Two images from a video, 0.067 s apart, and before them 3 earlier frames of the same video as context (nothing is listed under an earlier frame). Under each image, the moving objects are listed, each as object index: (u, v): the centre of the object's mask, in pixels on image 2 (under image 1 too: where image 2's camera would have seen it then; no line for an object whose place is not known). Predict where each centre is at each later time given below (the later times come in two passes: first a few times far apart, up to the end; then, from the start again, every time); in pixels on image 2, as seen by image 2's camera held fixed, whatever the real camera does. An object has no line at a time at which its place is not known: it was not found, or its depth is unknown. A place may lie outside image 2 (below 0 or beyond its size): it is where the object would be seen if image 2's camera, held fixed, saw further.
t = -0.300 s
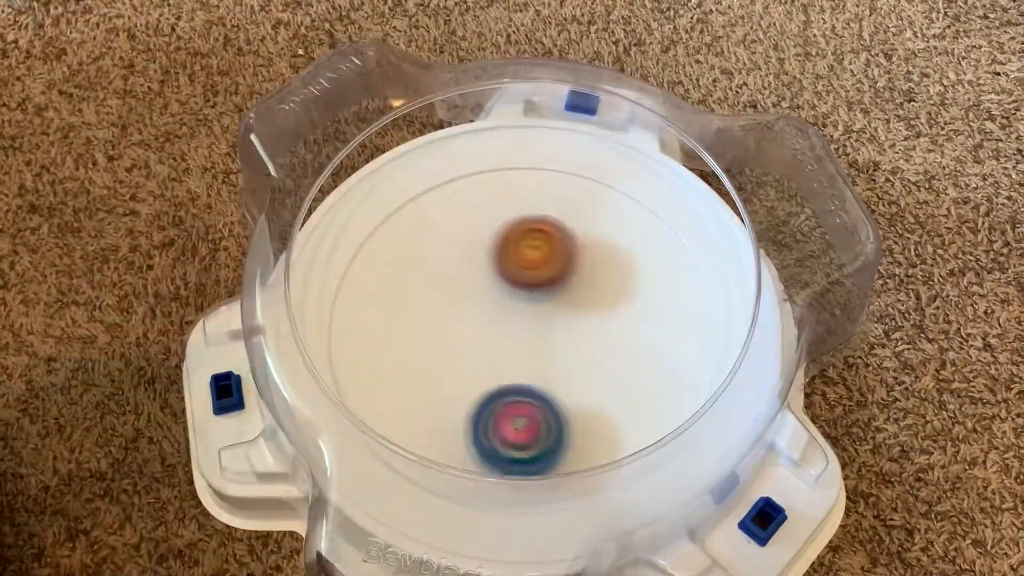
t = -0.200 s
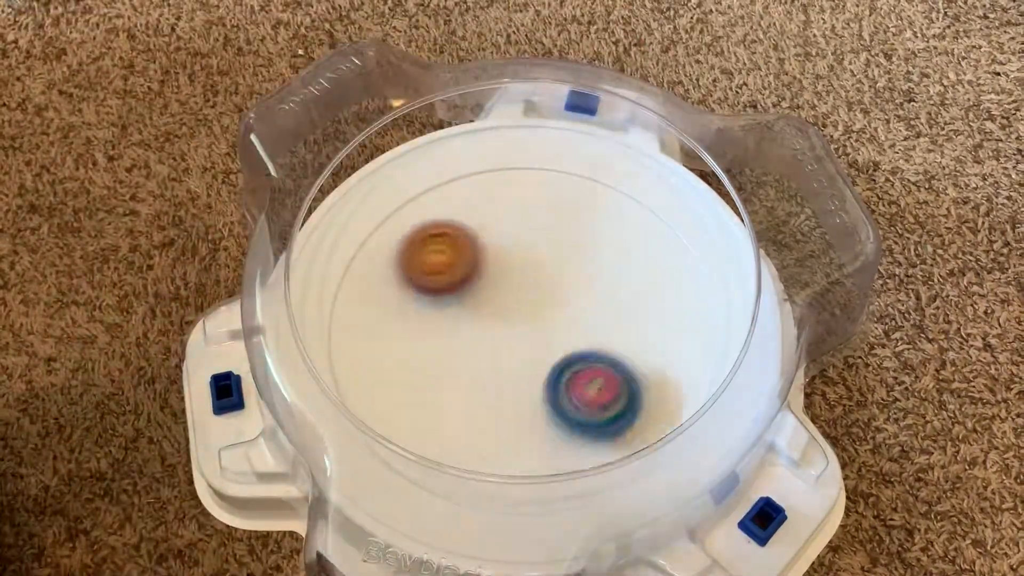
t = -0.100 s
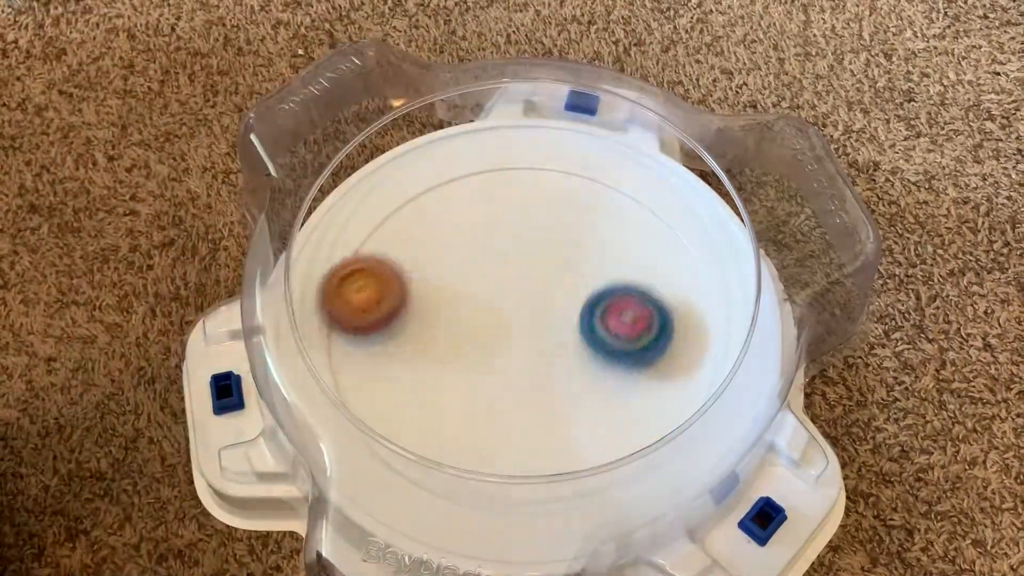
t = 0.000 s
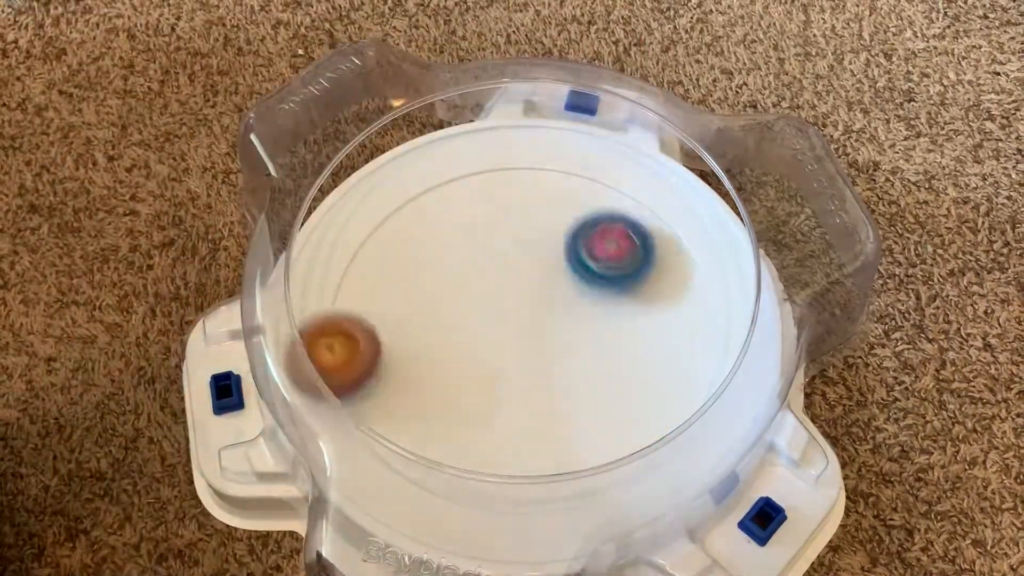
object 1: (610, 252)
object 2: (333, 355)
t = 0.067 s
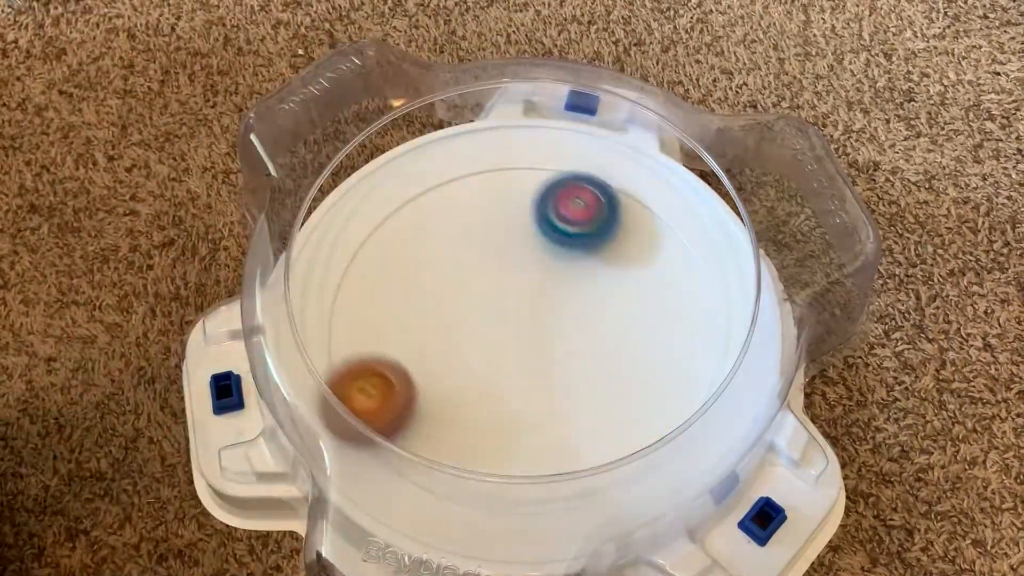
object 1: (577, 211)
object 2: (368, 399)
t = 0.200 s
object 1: (481, 177)
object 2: (507, 475)
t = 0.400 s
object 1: (360, 265)
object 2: (714, 327)
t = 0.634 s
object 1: (470, 428)
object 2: (466, 162)
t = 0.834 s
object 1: (658, 372)
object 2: (380, 422)
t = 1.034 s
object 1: (645, 217)
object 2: (701, 386)
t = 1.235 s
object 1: (483, 178)
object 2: (570, 158)
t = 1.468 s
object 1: (346, 364)
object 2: (365, 257)
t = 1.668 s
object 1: (600, 507)
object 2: (417, 382)
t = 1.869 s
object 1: (748, 317)
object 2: (618, 345)
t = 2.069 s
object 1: (774, 198)
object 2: (567, 234)
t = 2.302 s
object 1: (773, 202)
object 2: (372, 226)
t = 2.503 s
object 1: (779, 213)
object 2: (368, 405)
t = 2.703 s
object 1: (779, 213)
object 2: (628, 458)
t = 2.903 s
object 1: (779, 212)
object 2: (680, 228)
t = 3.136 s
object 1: (779, 212)
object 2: (404, 192)
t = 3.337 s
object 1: (779, 212)
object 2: (368, 408)
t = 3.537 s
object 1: (779, 212)
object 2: (641, 449)
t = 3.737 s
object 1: (779, 212)
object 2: (678, 221)
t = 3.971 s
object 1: (779, 211)
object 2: (419, 180)
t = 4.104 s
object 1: (779, 211)
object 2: (337, 303)
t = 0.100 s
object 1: (555, 196)
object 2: (393, 422)
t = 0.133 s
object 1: (532, 185)
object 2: (424, 443)
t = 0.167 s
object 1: (507, 179)
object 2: (464, 462)
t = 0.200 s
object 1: (481, 177)
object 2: (507, 475)
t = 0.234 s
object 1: (456, 180)
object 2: (556, 480)
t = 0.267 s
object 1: (430, 188)
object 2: (603, 471)
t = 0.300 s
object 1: (406, 201)
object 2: (645, 443)
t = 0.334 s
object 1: (387, 218)
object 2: (681, 409)
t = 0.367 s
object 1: (371, 240)
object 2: (705, 370)
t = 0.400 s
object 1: (360, 265)
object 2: (714, 327)
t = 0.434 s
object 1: (355, 293)
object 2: (709, 283)
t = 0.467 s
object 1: (357, 321)
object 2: (693, 240)
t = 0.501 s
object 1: (367, 350)
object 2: (663, 206)
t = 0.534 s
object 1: (383, 376)
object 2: (621, 175)
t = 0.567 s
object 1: (408, 399)
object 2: (575, 159)
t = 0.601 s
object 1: (437, 416)
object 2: (520, 153)
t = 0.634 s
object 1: (470, 428)
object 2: (466, 162)
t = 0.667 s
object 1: (506, 434)
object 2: (418, 182)
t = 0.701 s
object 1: (542, 434)
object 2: (375, 217)
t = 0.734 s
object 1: (577, 427)
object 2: (346, 264)
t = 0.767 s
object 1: (609, 414)
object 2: (336, 316)
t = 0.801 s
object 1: (637, 395)
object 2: (353, 368)
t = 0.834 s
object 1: (658, 372)
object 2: (380, 422)
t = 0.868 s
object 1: (673, 346)
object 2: (426, 459)
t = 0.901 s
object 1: (681, 318)
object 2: (490, 481)
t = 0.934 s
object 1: (681, 290)
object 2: (556, 484)
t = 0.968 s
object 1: (674, 263)
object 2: (615, 466)
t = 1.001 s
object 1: (663, 239)
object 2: (668, 430)
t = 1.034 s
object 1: (645, 217)
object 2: (701, 386)
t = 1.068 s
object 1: (624, 198)
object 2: (716, 336)
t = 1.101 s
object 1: (601, 184)
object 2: (711, 284)
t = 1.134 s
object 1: (574, 175)
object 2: (690, 236)
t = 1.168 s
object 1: (546, 171)
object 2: (657, 200)
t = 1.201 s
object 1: (519, 173)
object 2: (614, 173)
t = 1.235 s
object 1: (483, 178)
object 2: (570, 158)
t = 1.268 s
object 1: (444, 186)
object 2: (532, 154)
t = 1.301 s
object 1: (411, 199)
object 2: (491, 159)
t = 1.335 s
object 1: (379, 219)
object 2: (454, 169)
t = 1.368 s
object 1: (357, 255)
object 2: (425, 182)
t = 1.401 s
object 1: (342, 291)
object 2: (399, 201)
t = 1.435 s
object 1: (339, 328)
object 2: (378, 226)
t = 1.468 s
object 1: (346, 364)
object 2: (365, 257)
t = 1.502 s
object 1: (361, 398)
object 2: (357, 293)
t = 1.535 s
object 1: (382, 429)
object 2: (359, 330)
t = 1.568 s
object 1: (412, 452)
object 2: (371, 367)
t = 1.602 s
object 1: (469, 482)
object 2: (380, 377)
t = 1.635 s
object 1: (534, 498)
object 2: (396, 380)
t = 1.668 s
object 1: (600, 507)
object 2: (417, 382)
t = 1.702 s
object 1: (647, 481)
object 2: (444, 384)
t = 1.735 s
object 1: (685, 451)
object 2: (475, 384)
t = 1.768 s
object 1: (711, 417)
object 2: (510, 381)
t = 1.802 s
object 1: (733, 382)
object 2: (548, 374)
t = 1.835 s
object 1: (744, 349)
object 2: (584, 362)
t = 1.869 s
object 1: (748, 317)
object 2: (618, 345)
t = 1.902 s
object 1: (744, 291)
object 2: (647, 324)
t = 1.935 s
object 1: (750, 260)
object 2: (657, 303)
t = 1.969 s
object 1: (766, 226)
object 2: (638, 287)
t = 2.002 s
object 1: (776, 202)
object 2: (616, 270)
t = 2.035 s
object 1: (773, 195)
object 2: (593, 251)
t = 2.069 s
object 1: (774, 198)
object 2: (567, 234)
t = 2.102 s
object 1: (779, 200)
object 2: (540, 218)
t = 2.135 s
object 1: (780, 203)
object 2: (511, 207)
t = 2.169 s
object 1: (784, 211)
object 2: (482, 199)
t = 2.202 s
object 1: (779, 216)
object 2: (451, 198)
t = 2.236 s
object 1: (784, 205)
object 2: (422, 202)
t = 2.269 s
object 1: (779, 201)
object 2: (396, 211)
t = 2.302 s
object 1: (773, 202)
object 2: (372, 226)
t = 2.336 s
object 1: (771, 204)
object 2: (353, 248)
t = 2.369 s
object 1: (772, 204)
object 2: (340, 274)
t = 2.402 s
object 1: (775, 208)
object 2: (336, 304)
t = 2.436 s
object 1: (776, 210)
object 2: (342, 336)
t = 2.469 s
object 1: (779, 213)
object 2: (349, 371)
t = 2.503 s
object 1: (779, 213)
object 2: (368, 405)
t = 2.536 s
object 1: (777, 213)
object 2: (399, 437)
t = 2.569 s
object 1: (779, 213)
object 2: (437, 462)
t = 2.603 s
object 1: (777, 213)
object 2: (481, 480)
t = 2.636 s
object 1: (779, 213)
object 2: (532, 487)
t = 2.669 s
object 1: (779, 213)
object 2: (583, 477)
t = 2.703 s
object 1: (779, 213)
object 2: (628, 458)
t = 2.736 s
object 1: (779, 213)
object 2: (667, 429)
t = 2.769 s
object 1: (779, 213)
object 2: (694, 394)
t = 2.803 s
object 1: (779, 213)
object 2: (710, 351)
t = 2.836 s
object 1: (779, 213)
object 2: (711, 305)
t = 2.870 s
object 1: (779, 213)
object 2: (704, 265)
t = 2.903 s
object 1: (779, 212)
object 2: (680, 228)
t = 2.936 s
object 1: (779, 212)
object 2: (647, 196)
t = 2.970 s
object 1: (779, 212)
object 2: (611, 174)
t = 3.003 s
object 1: (779, 212)
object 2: (569, 159)
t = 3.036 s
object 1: (779, 212)
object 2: (525, 156)
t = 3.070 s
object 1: (779, 212)
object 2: (481, 157)
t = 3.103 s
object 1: (779, 212)
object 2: (441, 171)
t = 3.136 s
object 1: (779, 212)
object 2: (404, 192)
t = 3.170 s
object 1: (779, 212)
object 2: (373, 219)
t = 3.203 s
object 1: (779, 211)
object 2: (350, 249)
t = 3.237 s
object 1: (779, 212)
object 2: (339, 291)
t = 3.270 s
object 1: (779, 211)
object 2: (340, 330)
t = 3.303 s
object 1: (779, 211)
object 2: (354, 368)
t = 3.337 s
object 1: (779, 212)
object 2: (368, 408)
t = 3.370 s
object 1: (779, 211)
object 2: (402, 444)
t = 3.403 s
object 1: (779, 212)
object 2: (442, 470)
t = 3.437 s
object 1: (779, 211)
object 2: (493, 481)
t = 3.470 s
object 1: (779, 211)
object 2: (547, 484)
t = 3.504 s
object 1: (779, 211)
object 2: (595, 471)
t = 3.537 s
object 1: (779, 212)
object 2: (641, 449)
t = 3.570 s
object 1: (779, 211)
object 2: (679, 415)
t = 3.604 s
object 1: (779, 212)
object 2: (699, 378)
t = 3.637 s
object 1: (779, 211)
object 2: (712, 336)
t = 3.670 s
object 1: (779, 212)
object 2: (710, 293)
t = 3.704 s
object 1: (779, 212)
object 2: (700, 257)
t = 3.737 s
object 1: (779, 212)
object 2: (678, 221)
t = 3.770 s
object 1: (779, 211)
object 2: (645, 193)
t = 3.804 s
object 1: (779, 211)
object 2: (611, 173)
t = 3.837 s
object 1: (779, 211)
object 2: (575, 160)
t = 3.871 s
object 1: (779, 211)
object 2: (533, 154)
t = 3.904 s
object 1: (779, 211)
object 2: (495, 154)
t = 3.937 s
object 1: (779, 211)
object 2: (456, 164)
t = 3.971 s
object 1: (779, 211)
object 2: (419, 180)
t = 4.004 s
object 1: (779, 211)
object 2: (388, 203)
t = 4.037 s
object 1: (779, 211)
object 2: (363, 231)
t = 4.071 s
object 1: (779, 211)
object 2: (344, 265)
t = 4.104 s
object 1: (779, 211)
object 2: (337, 303)
